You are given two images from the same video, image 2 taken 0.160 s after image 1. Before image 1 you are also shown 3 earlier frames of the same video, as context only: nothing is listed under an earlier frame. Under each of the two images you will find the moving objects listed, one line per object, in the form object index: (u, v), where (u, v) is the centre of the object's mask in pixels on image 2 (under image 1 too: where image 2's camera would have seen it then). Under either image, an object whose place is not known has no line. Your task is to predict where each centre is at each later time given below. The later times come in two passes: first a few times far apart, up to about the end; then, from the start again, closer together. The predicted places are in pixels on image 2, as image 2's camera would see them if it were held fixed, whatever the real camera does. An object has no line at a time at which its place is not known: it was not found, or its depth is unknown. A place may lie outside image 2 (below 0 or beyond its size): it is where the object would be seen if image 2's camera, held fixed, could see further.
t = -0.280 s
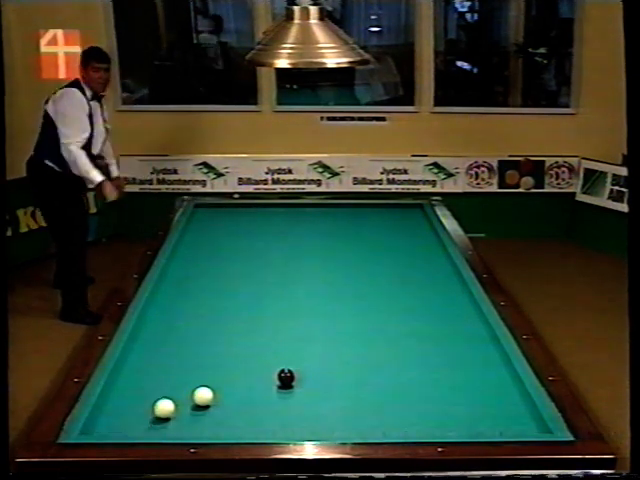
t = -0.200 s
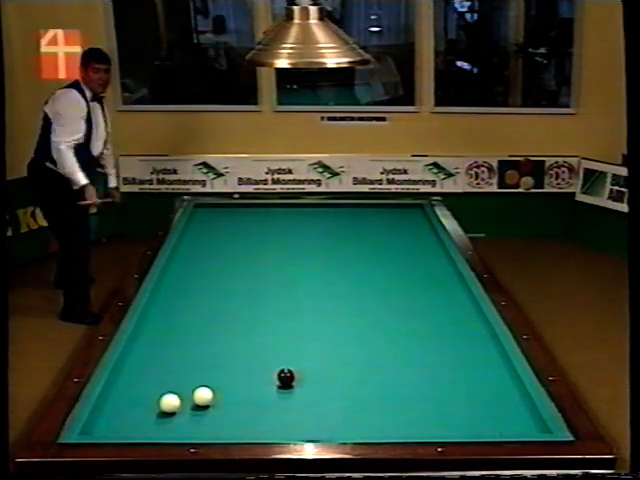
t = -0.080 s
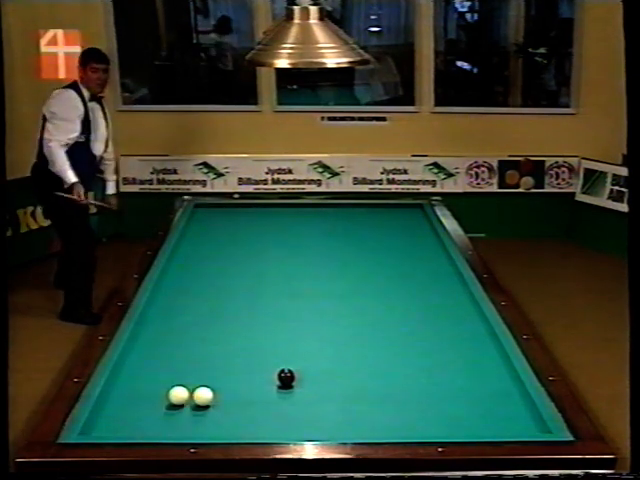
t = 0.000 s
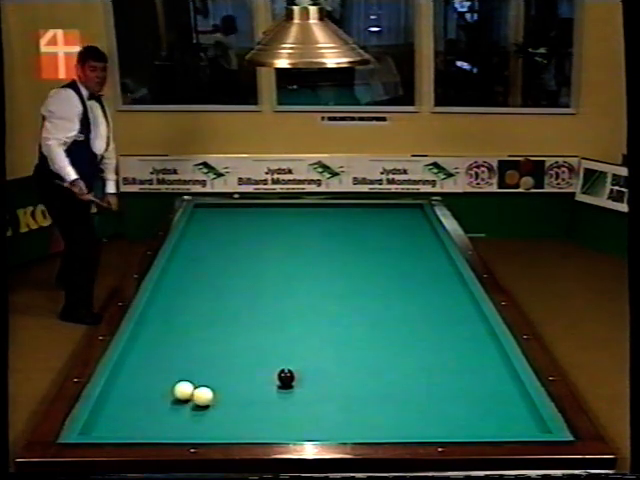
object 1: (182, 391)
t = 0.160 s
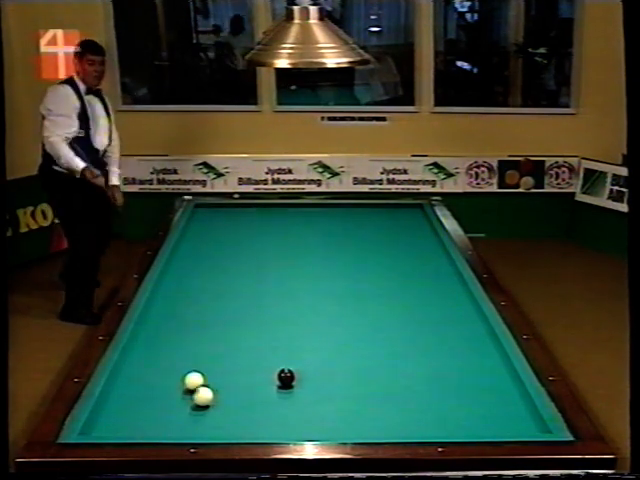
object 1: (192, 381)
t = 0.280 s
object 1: (201, 375)
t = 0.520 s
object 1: (215, 363)
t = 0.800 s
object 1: (229, 350)
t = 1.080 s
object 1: (242, 338)
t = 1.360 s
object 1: (254, 328)
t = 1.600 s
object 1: (263, 320)
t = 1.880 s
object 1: (273, 310)
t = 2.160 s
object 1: (282, 302)
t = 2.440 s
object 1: (290, 295)
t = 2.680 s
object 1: (297, 289)
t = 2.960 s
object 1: (304, 282)
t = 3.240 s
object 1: (311, 276)
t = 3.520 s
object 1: (318, 271)
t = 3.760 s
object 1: (322, 266)
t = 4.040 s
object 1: (328, 262)
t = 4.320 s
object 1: (333, 257)
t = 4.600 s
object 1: (337, 253)
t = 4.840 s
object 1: (340, 250)
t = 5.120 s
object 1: (344, 247)
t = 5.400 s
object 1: (347, 243)
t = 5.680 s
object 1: (350, 241)
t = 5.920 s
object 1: (353, 239)
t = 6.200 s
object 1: (355, 236)
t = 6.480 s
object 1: (358, 234)
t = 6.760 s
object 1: (360, 232)
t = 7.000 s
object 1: (362, 230)
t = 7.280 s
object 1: (363, 228)
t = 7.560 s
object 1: (365, 227)
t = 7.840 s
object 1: (366, 226)
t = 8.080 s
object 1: (367, 225)
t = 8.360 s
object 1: (367, 224)
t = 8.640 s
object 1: (368, 223)
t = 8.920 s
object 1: (368, 223)
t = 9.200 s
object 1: (369, 222)
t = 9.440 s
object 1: (369, 222)
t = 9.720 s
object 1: (369, 222)
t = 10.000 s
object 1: (369, 222)
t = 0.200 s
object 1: (195, 379)
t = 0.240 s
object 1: (199, 377)
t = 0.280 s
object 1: (201, 375)
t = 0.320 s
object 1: (203, 373)
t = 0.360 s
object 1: (205, 371)
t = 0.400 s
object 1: (208, 369)
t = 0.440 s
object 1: (210, 367)
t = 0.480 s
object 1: (212, 365)
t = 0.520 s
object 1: (215, 363)
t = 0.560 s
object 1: (217, 361)
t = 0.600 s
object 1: (218, 359)
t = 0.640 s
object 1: (221, 357)
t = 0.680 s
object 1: (223, 355)
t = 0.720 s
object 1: (225, 354)
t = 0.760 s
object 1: (227, 352)
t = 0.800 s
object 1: (229, 350)
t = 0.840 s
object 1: (231, 349)
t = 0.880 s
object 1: (233, 347)
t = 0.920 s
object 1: (235, 345)
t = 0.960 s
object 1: (237, 343)
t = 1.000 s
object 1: (238, 341)
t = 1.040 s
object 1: (240, 340)
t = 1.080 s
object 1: (242, 338)
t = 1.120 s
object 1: (244, 337)
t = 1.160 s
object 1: (245, 335)
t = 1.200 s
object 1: (247, 333)
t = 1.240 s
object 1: (249, 332)
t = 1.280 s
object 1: (251, 331)
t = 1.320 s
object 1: (252, 329)
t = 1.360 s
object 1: (254, 328)
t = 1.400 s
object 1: (255, 326)
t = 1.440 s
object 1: (257, 325)
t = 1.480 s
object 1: (259, 323)
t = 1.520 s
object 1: (260, 322)
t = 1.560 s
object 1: (262, 321)
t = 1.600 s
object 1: (263, 320)
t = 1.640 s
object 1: (265, 318)
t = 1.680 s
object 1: (266, 317)
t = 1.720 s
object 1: (268, 315)
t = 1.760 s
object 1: (268, 314)
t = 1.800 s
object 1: (270, 313)
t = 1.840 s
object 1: (271, 312)
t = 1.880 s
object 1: (273, 310)
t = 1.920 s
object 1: (275, 309)
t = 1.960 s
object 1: (276, 308)
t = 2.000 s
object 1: (277, 307)
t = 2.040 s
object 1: (279, 306)
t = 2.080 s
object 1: (280, 304)
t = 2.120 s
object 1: (281, 303)
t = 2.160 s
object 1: (282, 302)
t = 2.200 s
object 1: (283, 301)
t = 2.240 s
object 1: (284, 300)
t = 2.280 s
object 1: (286, 299)
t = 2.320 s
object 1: (287, 298)
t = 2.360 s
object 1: (288, 297)
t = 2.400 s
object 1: (289, 296)
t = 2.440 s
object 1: (290, 295)
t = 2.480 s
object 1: (291, 294)
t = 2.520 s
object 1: (292, 292)
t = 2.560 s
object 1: (293, 292)
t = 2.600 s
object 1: (295, 291)
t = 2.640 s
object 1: (296, 290)
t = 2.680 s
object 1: (297, 289)
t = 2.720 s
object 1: (298, 288)
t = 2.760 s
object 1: (299, 287)
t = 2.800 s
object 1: (300, 286)
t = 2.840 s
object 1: (301, 285)
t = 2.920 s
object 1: (302, 284)
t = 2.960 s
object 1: (304, 282)
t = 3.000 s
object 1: (305, 282)
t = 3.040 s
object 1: (306, 281)
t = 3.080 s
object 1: (307, 280)
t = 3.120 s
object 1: (308, 279)
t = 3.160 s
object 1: (309, 278)
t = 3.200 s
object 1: (311, 277)
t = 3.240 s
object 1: (311, 276)
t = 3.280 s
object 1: (313, 275)
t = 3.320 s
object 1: (313, 275)
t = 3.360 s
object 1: (314, 274)
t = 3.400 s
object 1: (315, 273)
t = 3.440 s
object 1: (315, 273)
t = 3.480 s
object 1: (317, 272)
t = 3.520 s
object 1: (318, 271)
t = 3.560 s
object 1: (318, 270)
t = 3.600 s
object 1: (319, 269)
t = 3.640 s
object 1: (320, 269)
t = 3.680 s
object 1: (321, 268)
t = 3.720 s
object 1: (322, 267)
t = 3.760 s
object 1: (322, 266)
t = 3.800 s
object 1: (323, 266)
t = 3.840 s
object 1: (324, 265)
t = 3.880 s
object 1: (325, 264)
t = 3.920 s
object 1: (325, 264)
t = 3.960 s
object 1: (326, 263)
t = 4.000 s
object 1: (327, 262)
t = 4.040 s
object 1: (328, 262)
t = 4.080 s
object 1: (329, 261)
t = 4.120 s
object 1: (329, 261)
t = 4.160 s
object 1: (330, 260)
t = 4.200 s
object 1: (331, 259)
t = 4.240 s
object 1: (331, 258)
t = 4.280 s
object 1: (332, 258)
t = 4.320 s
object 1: (333, 257)
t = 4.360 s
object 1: (333, 257)
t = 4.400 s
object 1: (334, 256)
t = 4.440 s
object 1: (334, 256)
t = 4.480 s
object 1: (335, 255)
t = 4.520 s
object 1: (336, 254)
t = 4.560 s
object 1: (336, 254)
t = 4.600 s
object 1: (337, 253)
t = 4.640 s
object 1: (337, 253)
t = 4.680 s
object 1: (338, 252)
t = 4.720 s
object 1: (338, 252)
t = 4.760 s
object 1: (339, 251)
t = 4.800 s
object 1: (339, 251)
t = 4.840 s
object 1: (340, 250)
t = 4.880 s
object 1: (341, 249)
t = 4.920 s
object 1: (341, 249)
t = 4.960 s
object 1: (342, 249)
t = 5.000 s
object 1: (342, 248)
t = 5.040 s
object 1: (343, 248)
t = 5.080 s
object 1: (343, 247)
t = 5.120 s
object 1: (344, 247)
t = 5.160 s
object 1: (344, 246)
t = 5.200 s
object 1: (344, 246)
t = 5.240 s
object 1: (345, 245)
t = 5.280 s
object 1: (346, 245)
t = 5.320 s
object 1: (346, 244)
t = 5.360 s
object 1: (346, 244)
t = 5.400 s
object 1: (347, 243)
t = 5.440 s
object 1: (347, 243)
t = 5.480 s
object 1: (348, 242)
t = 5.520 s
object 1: (348, 242)
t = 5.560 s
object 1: (349, 242)
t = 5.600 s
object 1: (349, 242)
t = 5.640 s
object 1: (350, 241)
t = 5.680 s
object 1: (350, 241)
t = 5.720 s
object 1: (351, 240)
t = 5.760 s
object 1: (351, 240)
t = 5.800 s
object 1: (352, 240)
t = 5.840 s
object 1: (352, 239)
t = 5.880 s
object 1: (352, 239)
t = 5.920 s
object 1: (353, 239)
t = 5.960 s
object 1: (353, 238)
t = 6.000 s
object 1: (353, 238)
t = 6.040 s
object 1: (354, 237)
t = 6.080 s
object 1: (354, 237)
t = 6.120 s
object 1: (354, 237)
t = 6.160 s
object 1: (355, 236)
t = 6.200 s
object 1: (355, 236)
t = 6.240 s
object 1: (356, 235)
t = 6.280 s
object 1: (356, 235)
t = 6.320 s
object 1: (356, 235)
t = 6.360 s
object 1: (357, 235)
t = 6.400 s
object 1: (357, 234)
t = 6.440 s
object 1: (358, 234)
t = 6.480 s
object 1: (358, 234)
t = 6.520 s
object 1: (358, 233)
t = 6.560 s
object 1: (358, 233)
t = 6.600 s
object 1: (359, 233)
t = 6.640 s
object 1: (359, 232)
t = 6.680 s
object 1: (359, 232)
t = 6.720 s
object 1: (359, 232)
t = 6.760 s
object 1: (360, 232)
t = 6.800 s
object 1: (360, 231)
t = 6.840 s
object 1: (360, 231)
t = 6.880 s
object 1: (361, 231)
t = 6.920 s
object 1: (361, 231)
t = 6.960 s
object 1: (361, 230)
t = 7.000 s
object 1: (362, 230)
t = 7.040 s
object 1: (362, 230)
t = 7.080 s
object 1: (362, 230)
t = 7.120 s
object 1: (362, 229)
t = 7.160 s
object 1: (362, 229)
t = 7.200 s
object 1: (363, 229)
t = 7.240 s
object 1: (363, 229)
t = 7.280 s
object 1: (363, 228)
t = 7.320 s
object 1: (363, 228)
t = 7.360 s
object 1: (363, 228)
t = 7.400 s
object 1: (364, 228)
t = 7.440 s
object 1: (364, 228)
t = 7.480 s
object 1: (364, 227)
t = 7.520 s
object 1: (364, 227)
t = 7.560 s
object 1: (365, 227)
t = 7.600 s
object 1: (364, 227)
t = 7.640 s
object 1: (365, 227)
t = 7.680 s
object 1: (365, 226)
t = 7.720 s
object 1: (366, 226)
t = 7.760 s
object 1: (366, 226)
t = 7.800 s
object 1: (366, 226)
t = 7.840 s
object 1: (366, 226)
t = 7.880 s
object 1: (366, 225)
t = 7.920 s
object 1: (366, 225)
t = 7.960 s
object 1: (366, 225)
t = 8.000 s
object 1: (366, 225)
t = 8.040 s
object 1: (366, 225)
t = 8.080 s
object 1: (367, 225)
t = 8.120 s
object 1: (367, 225)
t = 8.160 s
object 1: (367, 225)
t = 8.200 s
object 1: (367, 225)
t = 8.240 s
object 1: (367, 224)
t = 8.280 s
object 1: (367, 224)
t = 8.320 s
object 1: (367, 224)
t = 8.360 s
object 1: (367, 224)
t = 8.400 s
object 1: (367, 224)
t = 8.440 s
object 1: (367, 224)
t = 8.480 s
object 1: (368, 224)
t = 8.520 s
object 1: (368, 224)
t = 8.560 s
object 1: (368, 223)
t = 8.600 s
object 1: (368, 223)
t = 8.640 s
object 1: (368, 223)
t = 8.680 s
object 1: (368, 223)
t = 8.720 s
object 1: (368, 223)
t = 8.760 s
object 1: (368, 223)
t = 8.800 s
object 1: (368, 223)
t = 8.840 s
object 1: (368, 223)
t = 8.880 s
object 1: (368, 223)
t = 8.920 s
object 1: (368, 223)
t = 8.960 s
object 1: (368, 223)
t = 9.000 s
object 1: (369, 222)
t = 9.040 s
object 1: (369, 222)
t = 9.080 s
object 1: (369, 223)
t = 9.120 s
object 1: (369, 222)
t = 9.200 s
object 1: (369, 222)
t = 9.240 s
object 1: (369, 222)
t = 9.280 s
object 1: (369, 222)
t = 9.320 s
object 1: (369, 222)
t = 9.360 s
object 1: (369, 222)
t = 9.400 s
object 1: (369, 222)
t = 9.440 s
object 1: (369, 222)
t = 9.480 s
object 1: (369, 222)
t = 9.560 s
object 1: (369, 222)
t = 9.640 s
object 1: (369, 222)
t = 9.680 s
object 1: (369, 222)
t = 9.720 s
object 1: (369, 222)
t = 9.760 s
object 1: (369, 222)
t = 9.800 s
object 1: (369, 222)
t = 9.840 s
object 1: (369, 222)
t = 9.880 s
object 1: (369, 222)
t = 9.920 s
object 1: (369, 222)
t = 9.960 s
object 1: (369, 222)
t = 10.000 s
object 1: (369, 222)
